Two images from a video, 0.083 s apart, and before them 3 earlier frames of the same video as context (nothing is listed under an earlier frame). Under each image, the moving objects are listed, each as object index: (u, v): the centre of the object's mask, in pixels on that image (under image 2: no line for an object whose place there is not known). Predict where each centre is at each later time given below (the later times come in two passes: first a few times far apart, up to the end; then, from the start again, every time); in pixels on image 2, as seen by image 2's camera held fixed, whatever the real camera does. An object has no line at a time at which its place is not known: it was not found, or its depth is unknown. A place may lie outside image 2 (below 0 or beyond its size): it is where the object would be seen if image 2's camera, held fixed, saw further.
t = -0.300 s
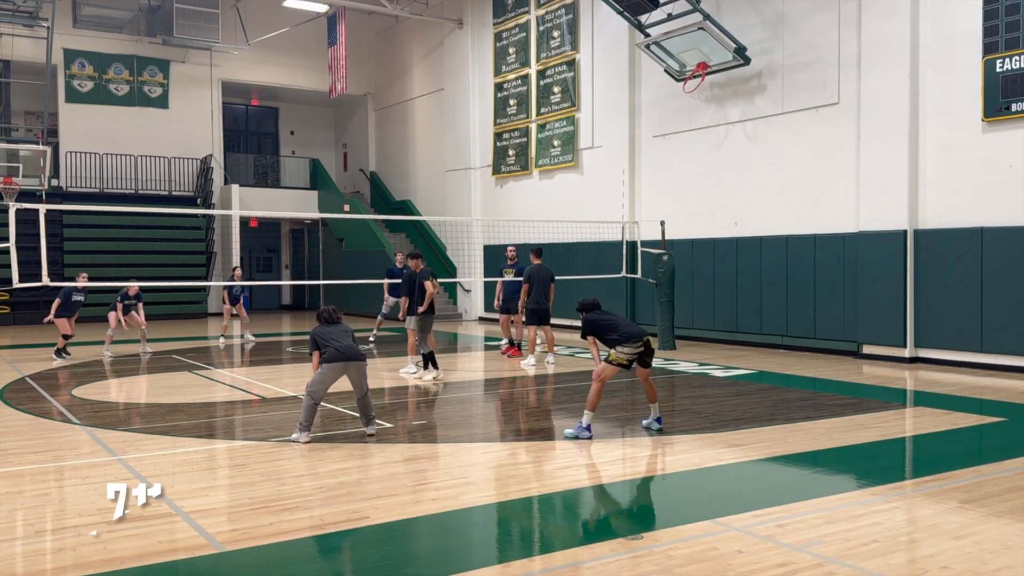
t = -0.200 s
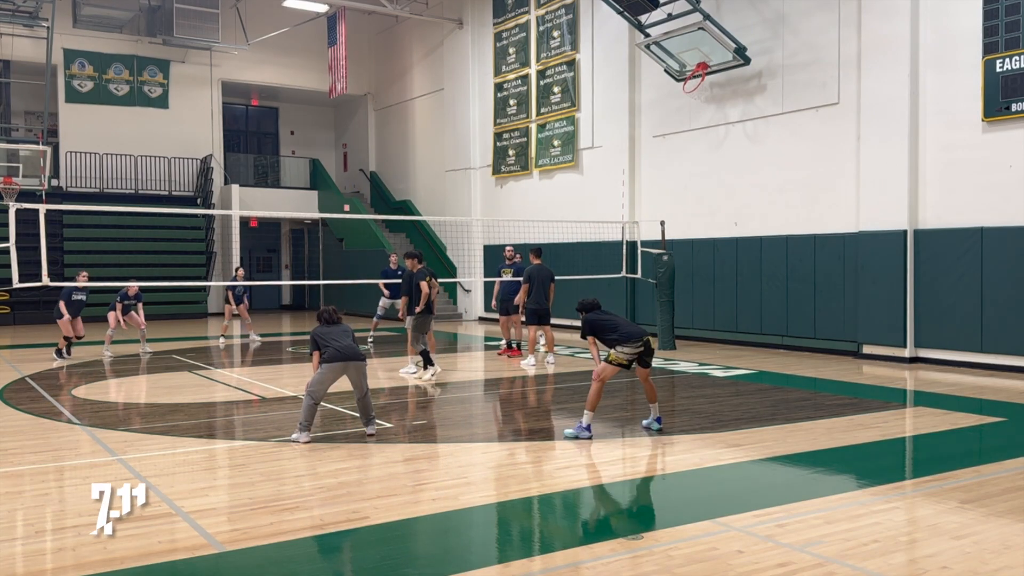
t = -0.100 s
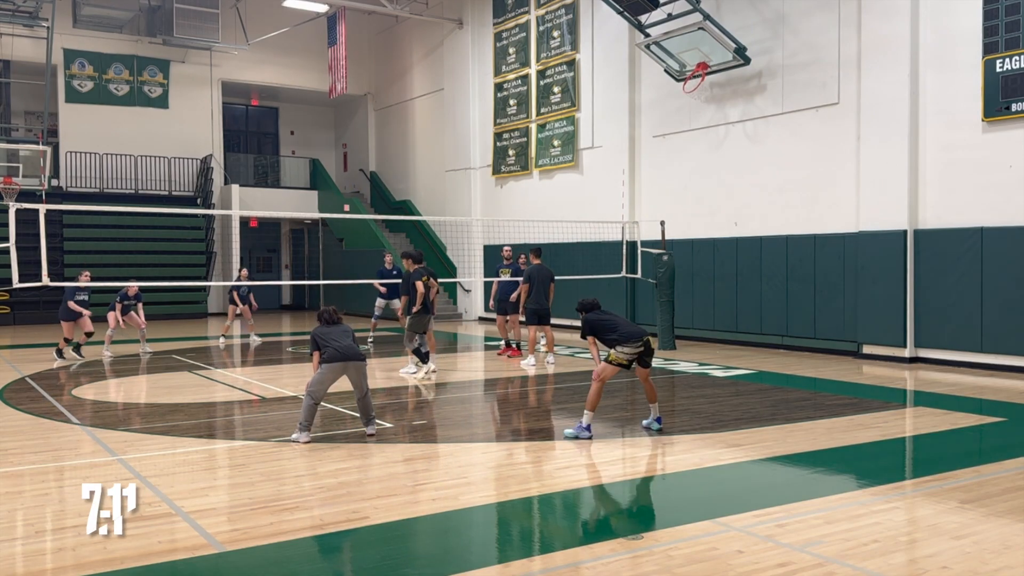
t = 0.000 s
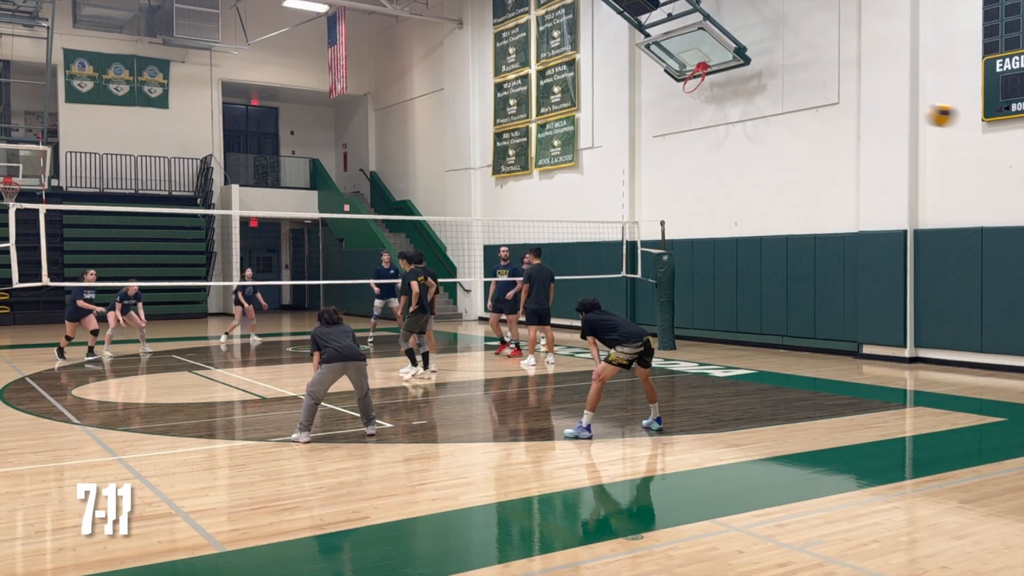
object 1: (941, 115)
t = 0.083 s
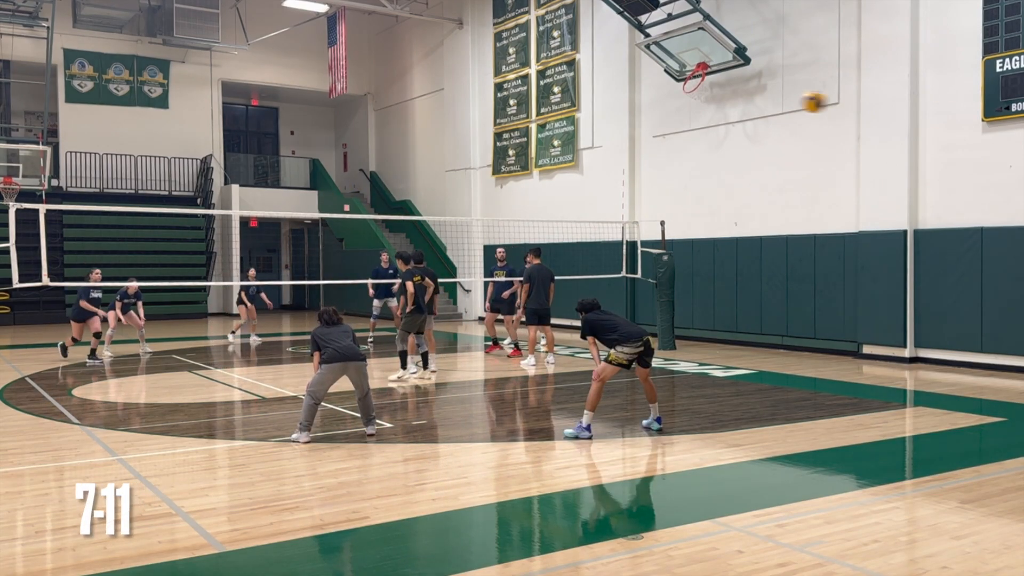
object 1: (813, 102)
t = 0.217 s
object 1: (659, 100)
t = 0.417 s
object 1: (501, 125)
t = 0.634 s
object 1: (386, 168)
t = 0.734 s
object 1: (345, 191)
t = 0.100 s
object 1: (791, 100)
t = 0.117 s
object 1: (770, 99)
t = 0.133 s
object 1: (749, 98)
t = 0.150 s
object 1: (730, 98)
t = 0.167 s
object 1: (711, 98)
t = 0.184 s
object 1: (693, 98)
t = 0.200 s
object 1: (676, 99)
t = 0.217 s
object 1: (659, 100)
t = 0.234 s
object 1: (643, 101)
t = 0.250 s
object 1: (628, 102)
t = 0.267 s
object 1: (613, 103)
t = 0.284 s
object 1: (599, 105)
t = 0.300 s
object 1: (585, 107)
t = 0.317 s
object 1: (572, 108)
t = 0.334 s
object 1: (561, 111)
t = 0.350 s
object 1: (547, 113)
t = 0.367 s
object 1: (535, 115)
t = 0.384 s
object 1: (524, 117)
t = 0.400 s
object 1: (512, 120)
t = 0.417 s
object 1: (501, 125)
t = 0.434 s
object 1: (491, 126)
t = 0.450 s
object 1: (481, 130)
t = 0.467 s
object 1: (471, 133)
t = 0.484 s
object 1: (461, 136)
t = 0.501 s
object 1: (452, 140)
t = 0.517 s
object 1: (442, 143)
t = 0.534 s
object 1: (434, 146)
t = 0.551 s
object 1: (425, 150)
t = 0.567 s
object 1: (417, 153)
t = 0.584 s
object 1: (409, 156)
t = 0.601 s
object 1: (402, 160)
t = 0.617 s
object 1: (394, 164)
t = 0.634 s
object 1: (386, 168)
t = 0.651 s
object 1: (378, 172)
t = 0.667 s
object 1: (372, 175)
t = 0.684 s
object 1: (365, 179)
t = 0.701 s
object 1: (358, 184)
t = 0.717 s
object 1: (352, 187)
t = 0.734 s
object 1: (345, 191)
